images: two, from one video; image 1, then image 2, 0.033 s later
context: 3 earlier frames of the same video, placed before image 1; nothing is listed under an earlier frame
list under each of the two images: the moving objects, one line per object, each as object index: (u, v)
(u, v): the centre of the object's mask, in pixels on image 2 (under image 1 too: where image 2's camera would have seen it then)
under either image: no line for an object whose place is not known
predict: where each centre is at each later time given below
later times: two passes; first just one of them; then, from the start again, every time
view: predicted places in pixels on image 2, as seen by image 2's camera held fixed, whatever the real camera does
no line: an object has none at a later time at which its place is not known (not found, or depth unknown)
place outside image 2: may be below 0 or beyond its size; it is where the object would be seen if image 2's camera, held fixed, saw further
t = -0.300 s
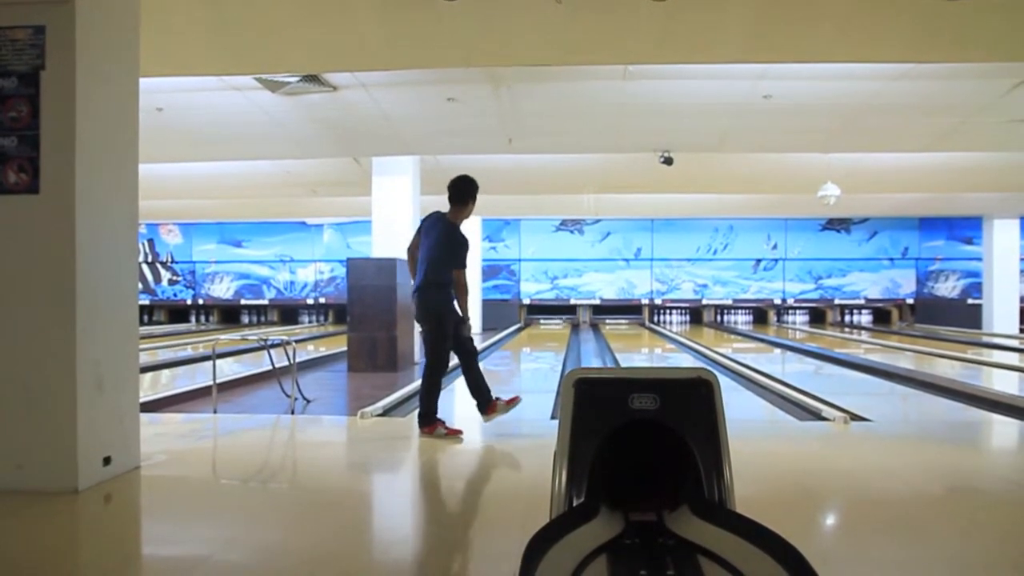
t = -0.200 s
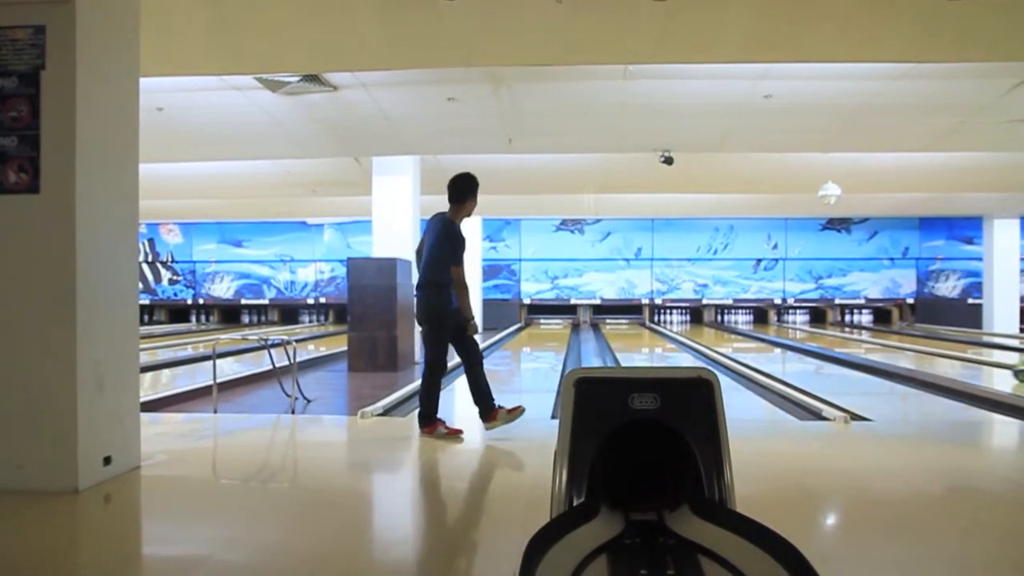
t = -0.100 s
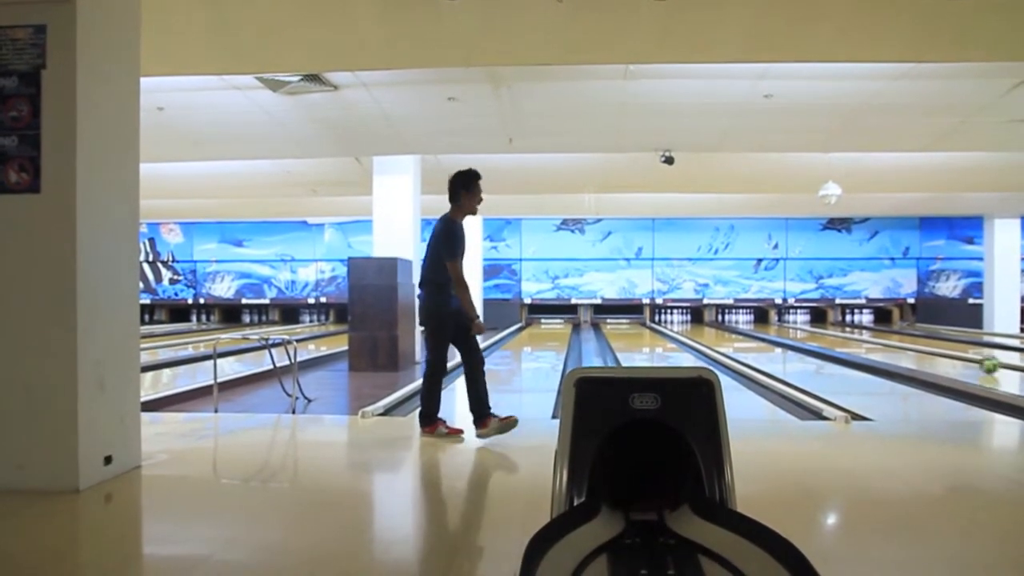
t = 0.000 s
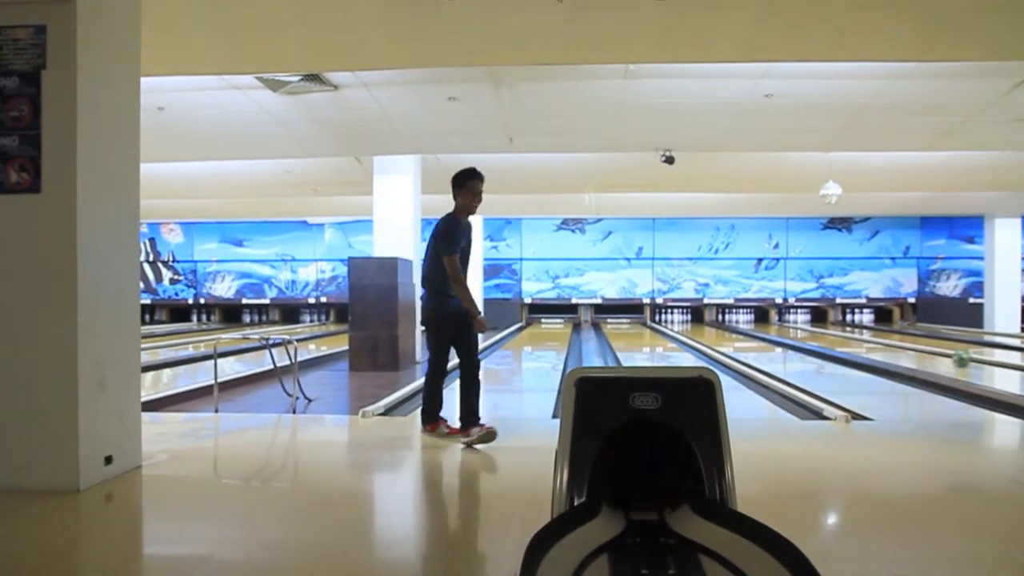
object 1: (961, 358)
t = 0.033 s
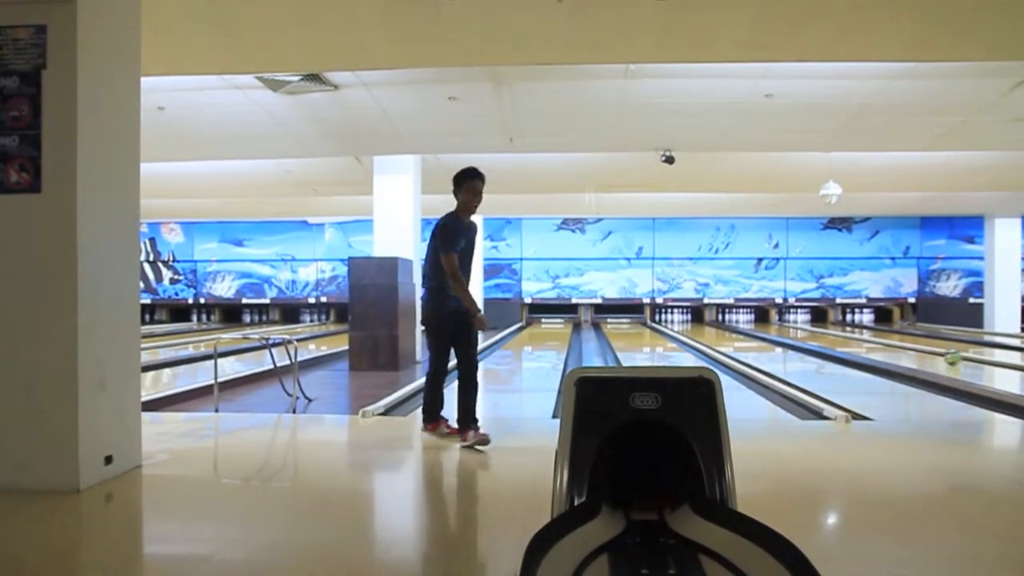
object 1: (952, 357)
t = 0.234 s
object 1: (908, 349)
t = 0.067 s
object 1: (944, 355)
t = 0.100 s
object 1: (936, 353)
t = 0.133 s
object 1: (928, 352)
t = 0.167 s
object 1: (921, 351)
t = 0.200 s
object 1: (914, 350)
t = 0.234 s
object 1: (908, 349)
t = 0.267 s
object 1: (901, 347)
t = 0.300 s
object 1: (895, 346)
